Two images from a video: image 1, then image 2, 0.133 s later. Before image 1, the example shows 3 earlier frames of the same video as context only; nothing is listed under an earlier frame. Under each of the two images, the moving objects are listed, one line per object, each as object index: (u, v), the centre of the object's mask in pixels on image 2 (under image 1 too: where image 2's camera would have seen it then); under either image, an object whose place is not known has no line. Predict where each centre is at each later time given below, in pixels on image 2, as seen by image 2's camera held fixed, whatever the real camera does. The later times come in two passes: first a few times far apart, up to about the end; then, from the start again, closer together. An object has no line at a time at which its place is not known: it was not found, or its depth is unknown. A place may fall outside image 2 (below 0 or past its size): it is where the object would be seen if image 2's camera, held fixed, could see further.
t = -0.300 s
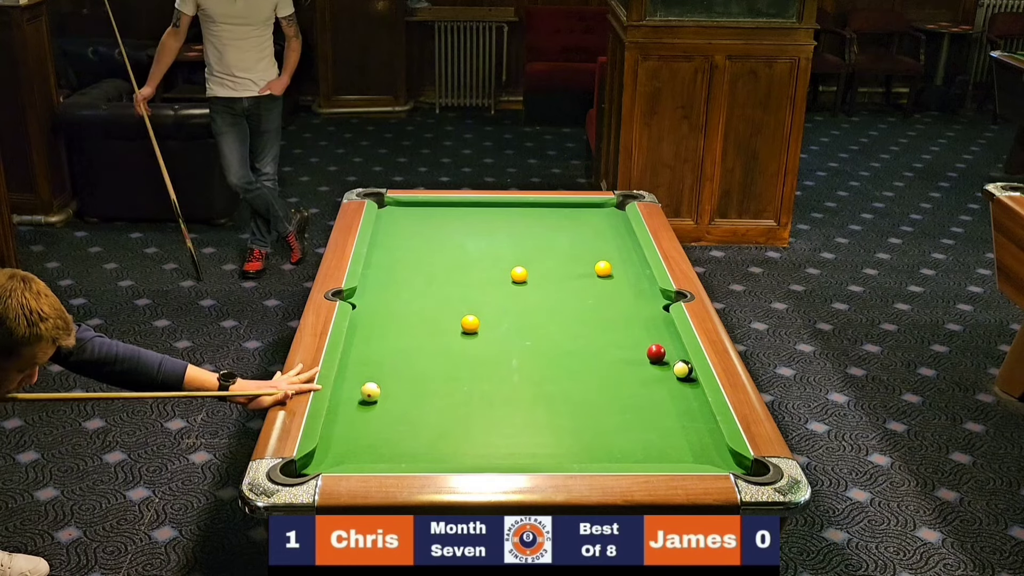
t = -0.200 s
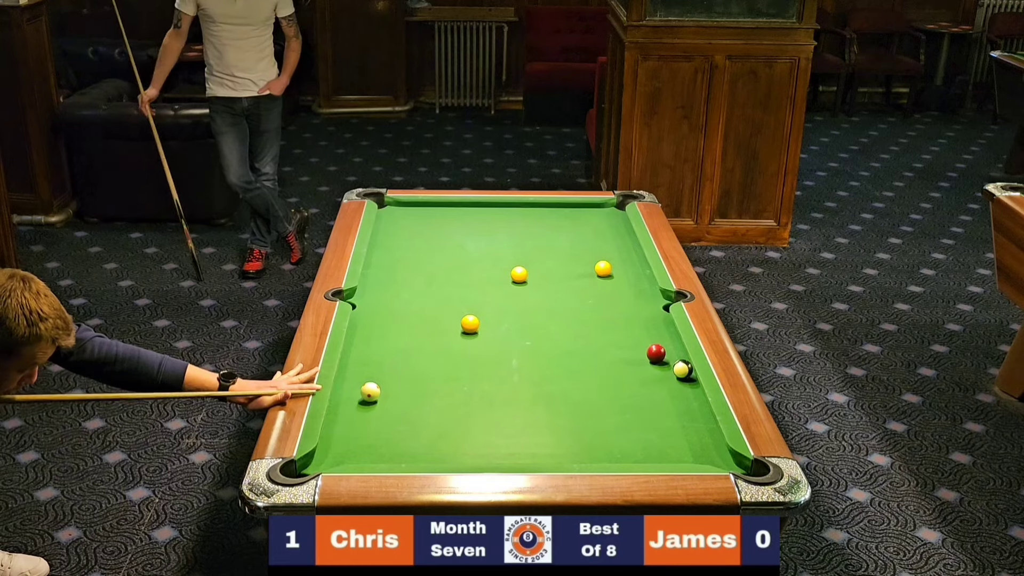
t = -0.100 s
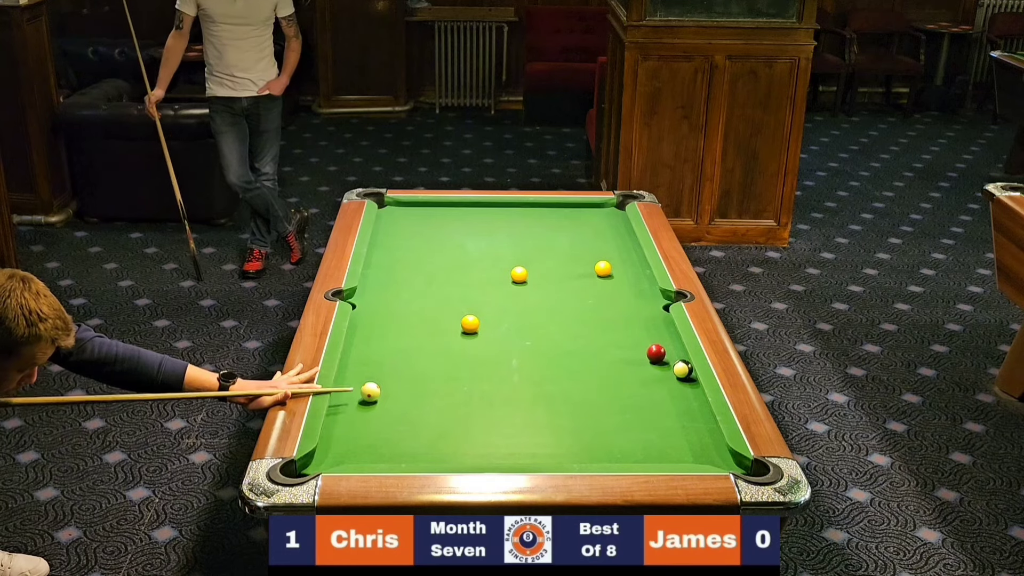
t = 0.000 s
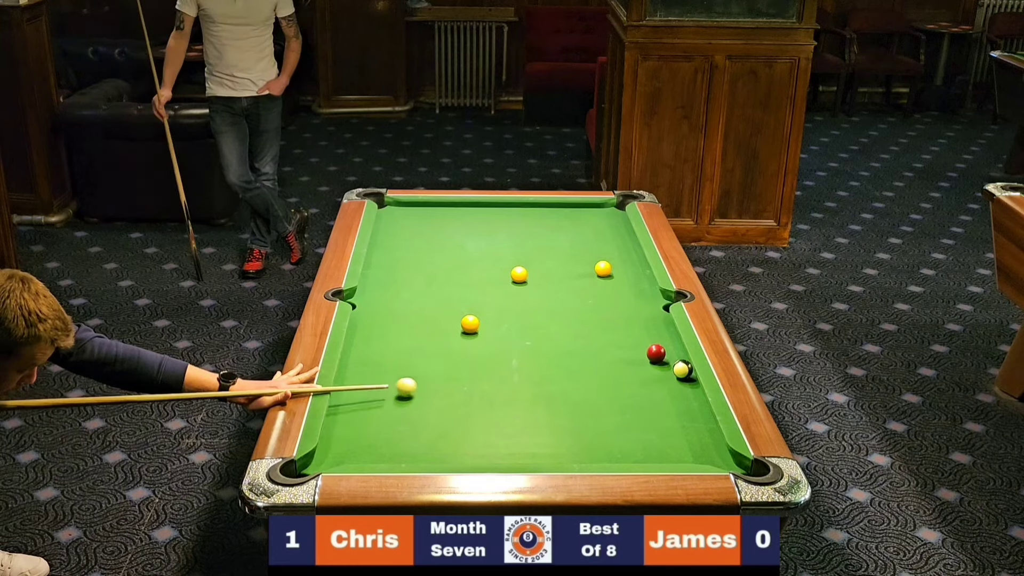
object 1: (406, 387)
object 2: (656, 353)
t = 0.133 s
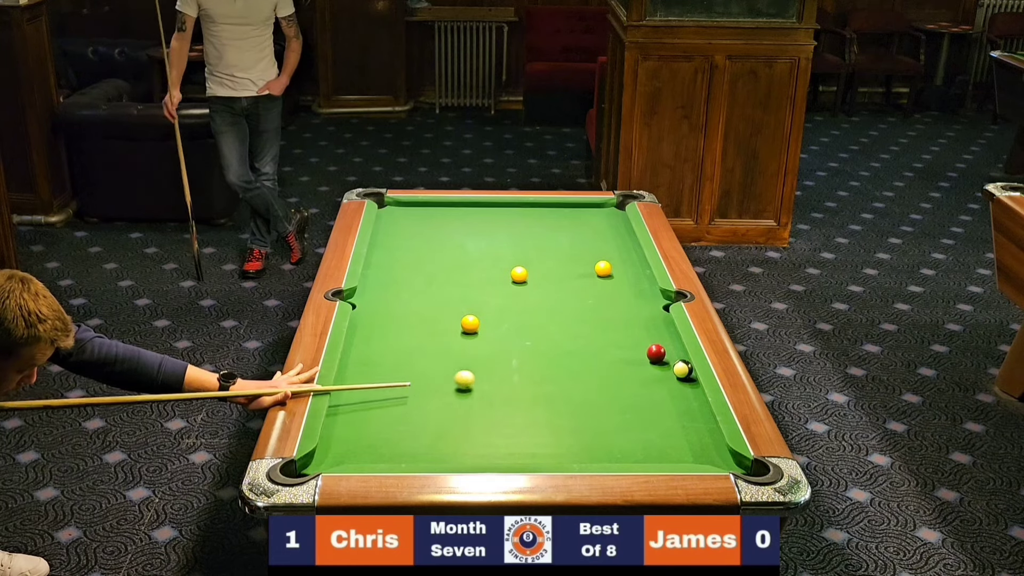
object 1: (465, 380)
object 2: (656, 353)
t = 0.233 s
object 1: (507, 374)
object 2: (656, 353)
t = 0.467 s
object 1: (600, 363)
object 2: (656, 353)
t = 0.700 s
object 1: (651, 361)
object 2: (669, 347)
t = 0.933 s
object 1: (668, 362)
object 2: (630, 340)
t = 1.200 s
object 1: (673, 359)
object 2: (590, 332)
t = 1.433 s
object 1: (677, 358)
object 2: (557, 326)
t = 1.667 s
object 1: (678, 359)
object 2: (527, 321)
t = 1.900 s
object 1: (678, 359)
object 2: (499, 316)
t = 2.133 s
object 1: (678, 359)
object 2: (474, 310)
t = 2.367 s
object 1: (678, 359)
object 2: (451, 307)
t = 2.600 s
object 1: (678, 359)
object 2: (430, 303)
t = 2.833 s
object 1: (678, 359)
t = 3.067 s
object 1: (678, 359)
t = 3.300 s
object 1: (678, 359)
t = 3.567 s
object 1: (678, 359)
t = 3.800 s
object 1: (679, 359)
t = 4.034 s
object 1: (678, 359)
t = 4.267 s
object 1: (678, 359)
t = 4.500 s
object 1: (678, 359)
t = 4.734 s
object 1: (679, 359)
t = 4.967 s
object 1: (678, 359)
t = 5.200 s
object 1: (679, 359)
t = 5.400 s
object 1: (679, 359)
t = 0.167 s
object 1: (479, 377)
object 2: (656, 353)
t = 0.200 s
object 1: (493, 376)
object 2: (656, 353)
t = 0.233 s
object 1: (507, 374)
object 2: (656, 353)
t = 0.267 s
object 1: (520, 372)
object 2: (656, 353)
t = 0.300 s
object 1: (534, 371)
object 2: (656, 353)
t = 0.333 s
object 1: (547, 369)
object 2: (656, 353)
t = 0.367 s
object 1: (561, 368)
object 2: (656, 353)
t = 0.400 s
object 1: (574, 366)
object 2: (656, 353)
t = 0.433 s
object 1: (587, 364)
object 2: (656, 353)
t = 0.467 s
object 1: (600, 363)
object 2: (656, 353)
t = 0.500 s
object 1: (612, 361)
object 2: (656, 353)
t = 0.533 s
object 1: (625, 359)
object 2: (656, 353)
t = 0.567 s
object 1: (638, 358)
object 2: (656, 353)
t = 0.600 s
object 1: (642, 358)
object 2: (662, 352)
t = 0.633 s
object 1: (644, 359)
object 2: (670, 350)
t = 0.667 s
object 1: (647, 360)
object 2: (675, 348)
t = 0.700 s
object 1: (651, 361)
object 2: (669, 347)
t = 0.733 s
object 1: (654, 361)
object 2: (663, 346)
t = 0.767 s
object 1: (658, 362)
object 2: (658, 345)
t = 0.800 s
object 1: (661, 363)
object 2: (652, 344)
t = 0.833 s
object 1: (664, 363)
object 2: (646, 343)
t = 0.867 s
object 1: (666, 363)
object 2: (641, 342)
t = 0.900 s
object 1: (667, 363)
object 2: (636, 341)
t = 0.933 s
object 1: (668, 362)
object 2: (630, 340)
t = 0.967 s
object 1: (669, 362)
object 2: (625, 339)
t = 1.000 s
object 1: (669, 362)
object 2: (620, 338)
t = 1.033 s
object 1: (670, 361)
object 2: (615, 337)
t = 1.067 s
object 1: (670, 360)
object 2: (609, 336)
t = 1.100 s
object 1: (671, 360)
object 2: (604, 335)
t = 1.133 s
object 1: (672, 359)
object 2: (599, 334)
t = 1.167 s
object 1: (673, 359)
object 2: (594, 333)
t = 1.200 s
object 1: (673, 359)
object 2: (590, 332)
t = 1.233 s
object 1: (674, 359)
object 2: (585, 331)
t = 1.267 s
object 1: (675, 359)
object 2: (580, 331)
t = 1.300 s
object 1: (675, 359)
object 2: (575, 330)
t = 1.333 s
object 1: (676, 359)
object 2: (571, 329)
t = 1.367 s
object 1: (676, 358)
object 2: (566, 328)
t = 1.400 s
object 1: (676, 358)
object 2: (562, 327)
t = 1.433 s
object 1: (677, 358)
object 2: (557, 326)
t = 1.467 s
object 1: (677, 358)
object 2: (553, 325)
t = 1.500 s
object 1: (677, 359)
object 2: (548, 325)
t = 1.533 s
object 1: (677, 359)
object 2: (544, 324)
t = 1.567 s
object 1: (677, 359)
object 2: (539, 323)
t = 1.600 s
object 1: (678, 359)
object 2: (535, 322)
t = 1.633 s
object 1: (678, 359)
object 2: (531, 322)
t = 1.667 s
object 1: (678, 359)
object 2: (527, 321)
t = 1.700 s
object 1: (678, 359)
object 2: (523, 320)
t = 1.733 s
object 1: (678, 359)
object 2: (519, 319)
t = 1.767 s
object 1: (678, 359)
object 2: (515, 319)
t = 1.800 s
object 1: (678, 359)
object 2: (511, 318)
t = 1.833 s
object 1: (678, 359)
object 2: (507, 317)
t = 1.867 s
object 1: (678, 359)
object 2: (503, 317)
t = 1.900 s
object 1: (678, 359)
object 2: (499, 316)
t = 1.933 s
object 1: (678, 359)
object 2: (495, 315)
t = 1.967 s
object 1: (678, 359)
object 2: (492, 314)
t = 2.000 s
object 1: (678, 359)
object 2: (488, 314)
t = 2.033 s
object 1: (678, 359)
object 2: (485, 313)
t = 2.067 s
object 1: (678, 359)
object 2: (481, 312)
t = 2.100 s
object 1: (678, 359)
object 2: (478, 311)
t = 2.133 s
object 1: (678, 359)
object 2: (474, 310)
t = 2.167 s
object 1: (678, 359)
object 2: (470, 309)
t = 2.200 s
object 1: (678, 359)
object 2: (467, 309)
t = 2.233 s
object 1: (678, 359)
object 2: (463, 309)
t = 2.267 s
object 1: (678, 359)
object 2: (460, 309)
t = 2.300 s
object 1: (678, 359)
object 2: (457, 308)
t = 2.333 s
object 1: (678, 359)
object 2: (454, 307)
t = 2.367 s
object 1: (678, 359)
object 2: (451, 307)
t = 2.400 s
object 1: (678, 359)
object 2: (448, 307)
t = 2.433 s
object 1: (678, 359)
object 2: (444, 306)
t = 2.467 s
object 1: (678, 359)
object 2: (441, 305)
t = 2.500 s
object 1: (678, 359)
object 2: (438, 305)
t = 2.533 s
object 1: (678, 359)
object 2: (435, 304)
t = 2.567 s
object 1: (678, 359)
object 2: (432, 304)
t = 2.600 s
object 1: (678, 359)
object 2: (430, 303)
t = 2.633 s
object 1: (678, 359)
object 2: (427, 302)
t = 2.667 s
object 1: (678, 359)
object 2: (424, 302)
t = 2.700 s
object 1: (678, 359)
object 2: (421, 301)
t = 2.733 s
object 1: (678, 359)
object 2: (419, 301)
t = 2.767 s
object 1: (678, 359)
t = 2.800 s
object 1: (678, 359)
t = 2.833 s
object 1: (678, 359)
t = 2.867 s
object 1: (678, 359)
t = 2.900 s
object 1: (678, 359)
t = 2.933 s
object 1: (678, 359)
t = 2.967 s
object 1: (678, 359)
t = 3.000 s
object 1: (678, 359)
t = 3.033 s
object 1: (678, 359)
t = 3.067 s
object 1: (678, 359)
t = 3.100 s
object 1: (678, 359)
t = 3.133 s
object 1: (678, 359)
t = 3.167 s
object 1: (678, 359)
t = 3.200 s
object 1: (678, 359)
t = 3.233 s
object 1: (678, 359)
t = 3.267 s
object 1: (678, 359)
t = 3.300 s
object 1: (678, 359)
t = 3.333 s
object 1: (678, 359)
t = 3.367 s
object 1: (678, 359)
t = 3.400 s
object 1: (678, 359)
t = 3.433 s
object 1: (678, 359)
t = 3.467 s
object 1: (678, 359)
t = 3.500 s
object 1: (678, 359)
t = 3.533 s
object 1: (678, 359)
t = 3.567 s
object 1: (678, 359)
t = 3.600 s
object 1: (678, 359)
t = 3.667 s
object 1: (678, 359)
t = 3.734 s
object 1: (678, 359)
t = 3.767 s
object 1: (678, 359)
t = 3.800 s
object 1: (679, 359)
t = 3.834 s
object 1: (678, 359)
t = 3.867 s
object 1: (678, 359)
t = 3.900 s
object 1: (678, 359)
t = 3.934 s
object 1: (679, 359)
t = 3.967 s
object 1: (679, 359)
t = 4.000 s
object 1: (679, 359)
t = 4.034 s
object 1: (678, 359)
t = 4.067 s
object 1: (679, 359)
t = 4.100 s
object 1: (679, 359)
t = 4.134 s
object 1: (679, 359)
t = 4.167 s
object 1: (678, 359)
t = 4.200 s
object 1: (678, 359)
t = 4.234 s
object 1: (679, 359)
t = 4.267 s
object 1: (678, 359)
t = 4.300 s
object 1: (678, 359)
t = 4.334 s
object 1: (678, 359)
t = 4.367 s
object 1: (678, 359)
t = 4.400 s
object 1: (678, 359)
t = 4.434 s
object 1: (679, 359)
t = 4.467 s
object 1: (678, 359)
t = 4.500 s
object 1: (678, 359)
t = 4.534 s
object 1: (679, 359)
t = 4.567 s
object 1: (678, 359)
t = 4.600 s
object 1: (678, 359)
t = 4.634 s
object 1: (679, 359)
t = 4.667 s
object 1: (678, 359)
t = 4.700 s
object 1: (678, 359)
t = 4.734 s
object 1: (679, 359)
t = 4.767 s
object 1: (678, 359)
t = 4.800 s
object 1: (678, 359)
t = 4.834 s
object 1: (679, 359)
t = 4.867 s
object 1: (678, 359)
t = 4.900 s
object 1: (678, 359)
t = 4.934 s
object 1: (679, 359)
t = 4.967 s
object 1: (678, 359)
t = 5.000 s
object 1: (679, 359)
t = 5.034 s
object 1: (678, 359)
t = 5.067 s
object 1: (678, 359)
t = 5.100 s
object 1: (679, 359)
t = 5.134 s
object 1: (679, 359)
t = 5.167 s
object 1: (678, 359)
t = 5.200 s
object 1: (679, 359)
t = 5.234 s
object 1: (678, 359)
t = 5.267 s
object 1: (678, 359)
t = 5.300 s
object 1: (678, 359)
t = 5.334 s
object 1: (679, 359)
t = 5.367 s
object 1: (678, 359)
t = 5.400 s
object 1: (679, 359)
